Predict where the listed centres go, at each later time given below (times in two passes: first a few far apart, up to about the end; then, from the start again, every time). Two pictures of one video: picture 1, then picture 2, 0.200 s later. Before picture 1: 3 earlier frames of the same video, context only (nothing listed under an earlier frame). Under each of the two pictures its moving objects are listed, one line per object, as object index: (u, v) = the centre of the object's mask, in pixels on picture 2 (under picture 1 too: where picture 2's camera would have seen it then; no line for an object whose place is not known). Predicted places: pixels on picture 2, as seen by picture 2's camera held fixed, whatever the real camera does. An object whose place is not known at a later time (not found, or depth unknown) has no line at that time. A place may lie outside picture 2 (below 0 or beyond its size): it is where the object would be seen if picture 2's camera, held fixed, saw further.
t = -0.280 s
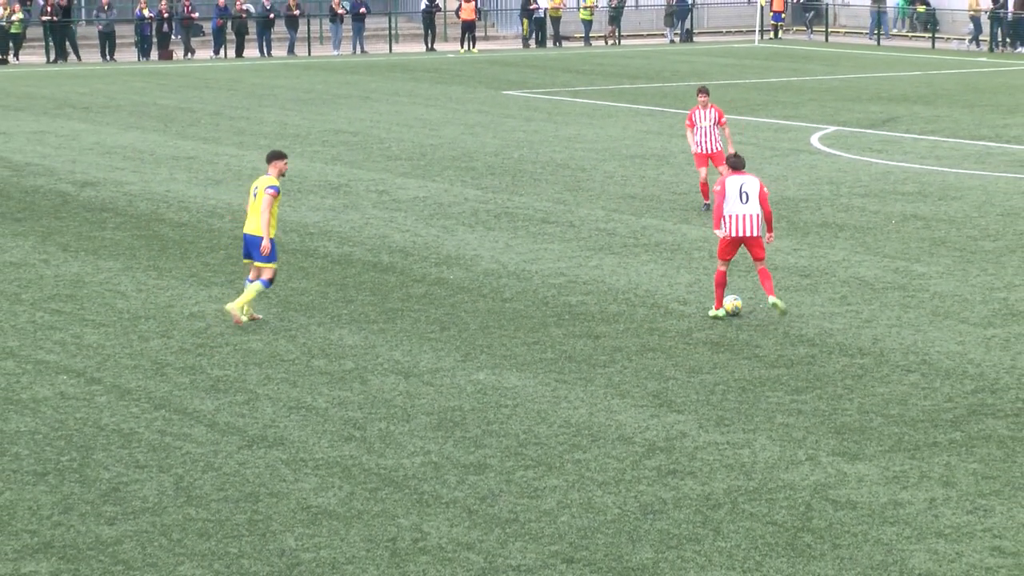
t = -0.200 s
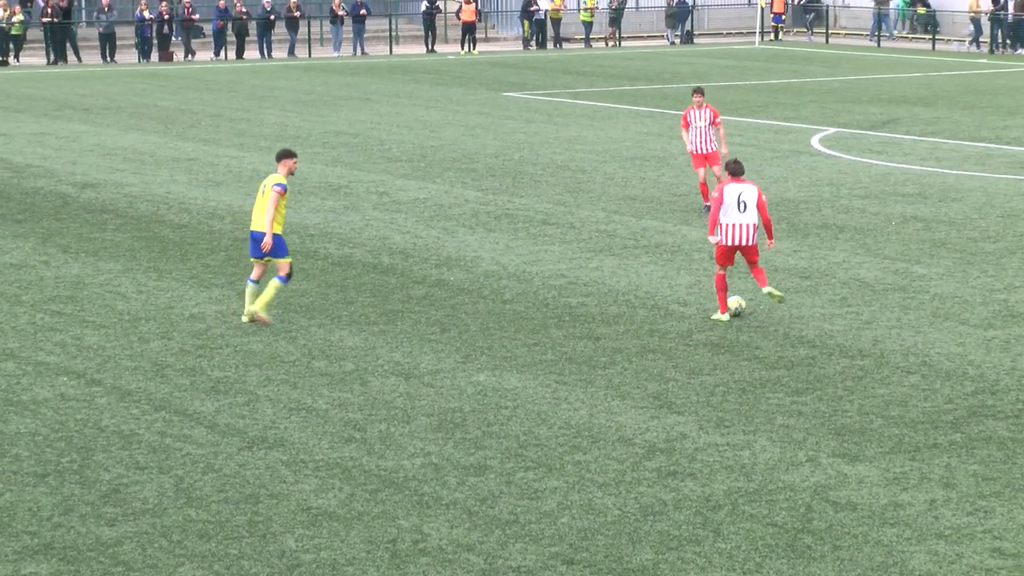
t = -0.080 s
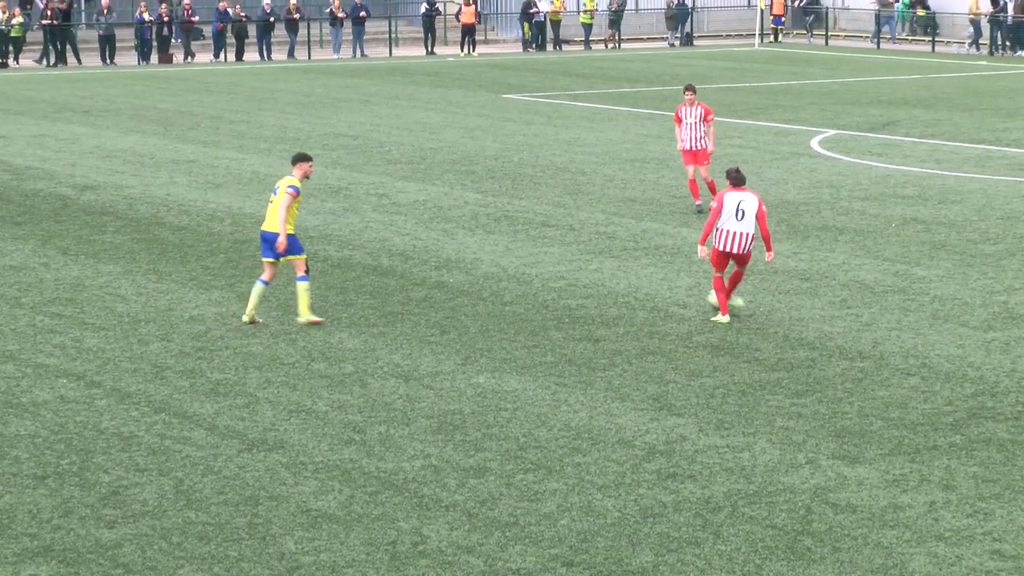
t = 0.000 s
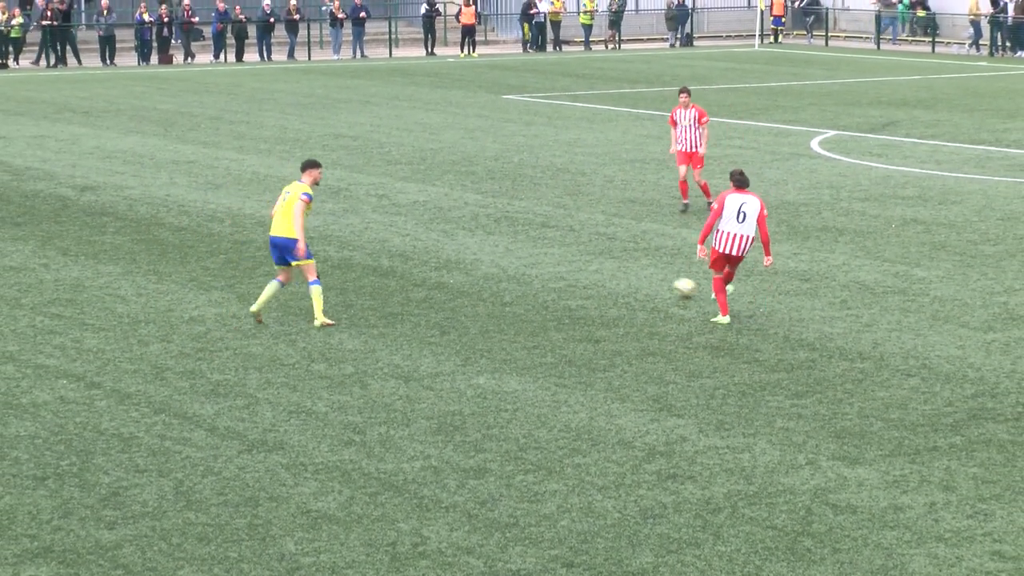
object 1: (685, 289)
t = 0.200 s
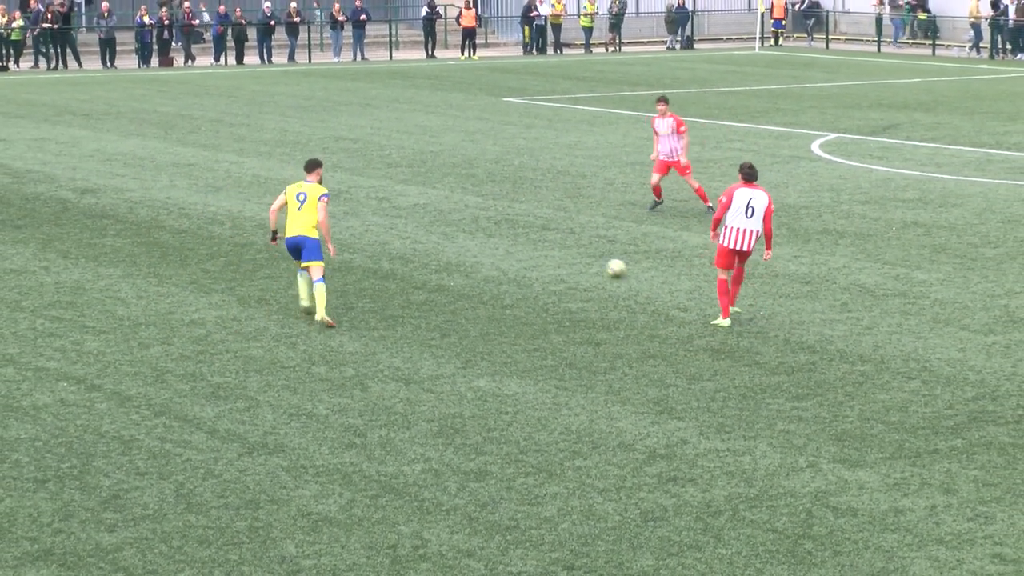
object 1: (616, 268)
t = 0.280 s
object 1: (593, 257)
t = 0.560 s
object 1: (535, 235)
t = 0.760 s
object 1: (506, 224)
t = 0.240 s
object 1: (605, 263)
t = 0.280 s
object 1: (593, 257)
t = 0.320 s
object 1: (583, 254)
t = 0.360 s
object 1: (573, 252)
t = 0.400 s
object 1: (565, 247)
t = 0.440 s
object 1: (557, 243)
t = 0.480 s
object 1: (549, 241)
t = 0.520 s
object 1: (542, 240)
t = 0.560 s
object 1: (535, 235)
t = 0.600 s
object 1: (529, 232)
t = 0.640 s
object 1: (523, 231)
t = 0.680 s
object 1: (517, 230)
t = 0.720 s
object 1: (512, 228)
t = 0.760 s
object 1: (506, 224)
